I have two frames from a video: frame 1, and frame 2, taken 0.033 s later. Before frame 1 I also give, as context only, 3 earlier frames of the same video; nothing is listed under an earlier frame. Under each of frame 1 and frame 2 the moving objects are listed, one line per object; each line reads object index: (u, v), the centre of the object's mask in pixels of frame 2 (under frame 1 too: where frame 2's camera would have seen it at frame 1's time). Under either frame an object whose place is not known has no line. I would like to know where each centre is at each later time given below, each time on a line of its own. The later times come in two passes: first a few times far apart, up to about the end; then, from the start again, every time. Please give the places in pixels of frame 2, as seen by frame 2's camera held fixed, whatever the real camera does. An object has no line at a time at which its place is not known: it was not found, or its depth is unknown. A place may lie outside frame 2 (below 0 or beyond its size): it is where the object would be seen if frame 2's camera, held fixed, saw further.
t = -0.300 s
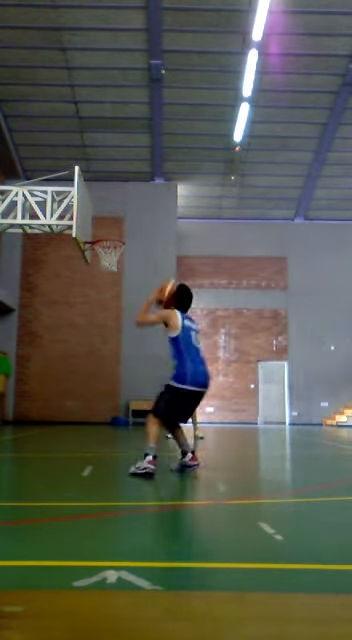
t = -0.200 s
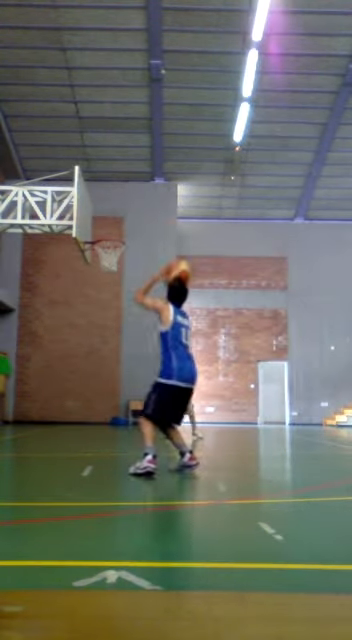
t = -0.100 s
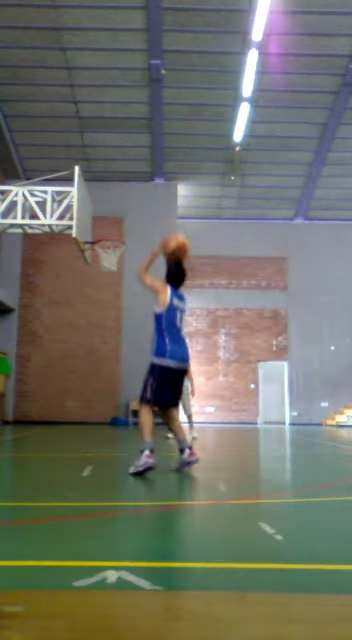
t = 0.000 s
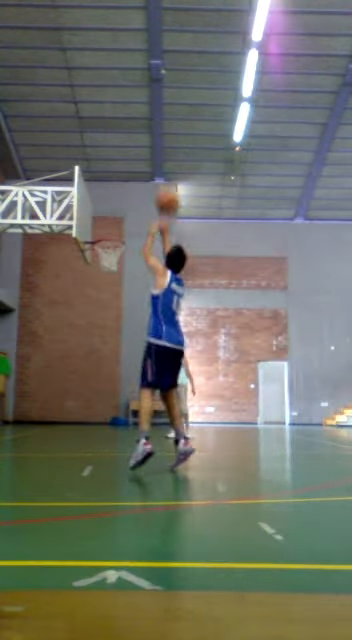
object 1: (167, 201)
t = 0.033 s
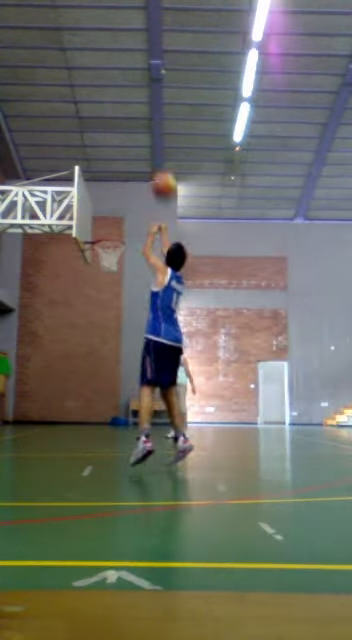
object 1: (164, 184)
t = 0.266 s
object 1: (141, 124)
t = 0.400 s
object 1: (132, 116)
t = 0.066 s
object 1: (161, 172)
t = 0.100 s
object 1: (157, 160)
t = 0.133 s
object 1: (154, 150)
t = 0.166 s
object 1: (150, 142)
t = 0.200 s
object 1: (147, 134)
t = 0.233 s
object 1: (144, 128)
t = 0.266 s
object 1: (141, 124)
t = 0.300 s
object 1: (139, 121)
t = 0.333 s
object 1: (137, 118)
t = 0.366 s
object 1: (135, 117)
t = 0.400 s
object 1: (132, 116)
